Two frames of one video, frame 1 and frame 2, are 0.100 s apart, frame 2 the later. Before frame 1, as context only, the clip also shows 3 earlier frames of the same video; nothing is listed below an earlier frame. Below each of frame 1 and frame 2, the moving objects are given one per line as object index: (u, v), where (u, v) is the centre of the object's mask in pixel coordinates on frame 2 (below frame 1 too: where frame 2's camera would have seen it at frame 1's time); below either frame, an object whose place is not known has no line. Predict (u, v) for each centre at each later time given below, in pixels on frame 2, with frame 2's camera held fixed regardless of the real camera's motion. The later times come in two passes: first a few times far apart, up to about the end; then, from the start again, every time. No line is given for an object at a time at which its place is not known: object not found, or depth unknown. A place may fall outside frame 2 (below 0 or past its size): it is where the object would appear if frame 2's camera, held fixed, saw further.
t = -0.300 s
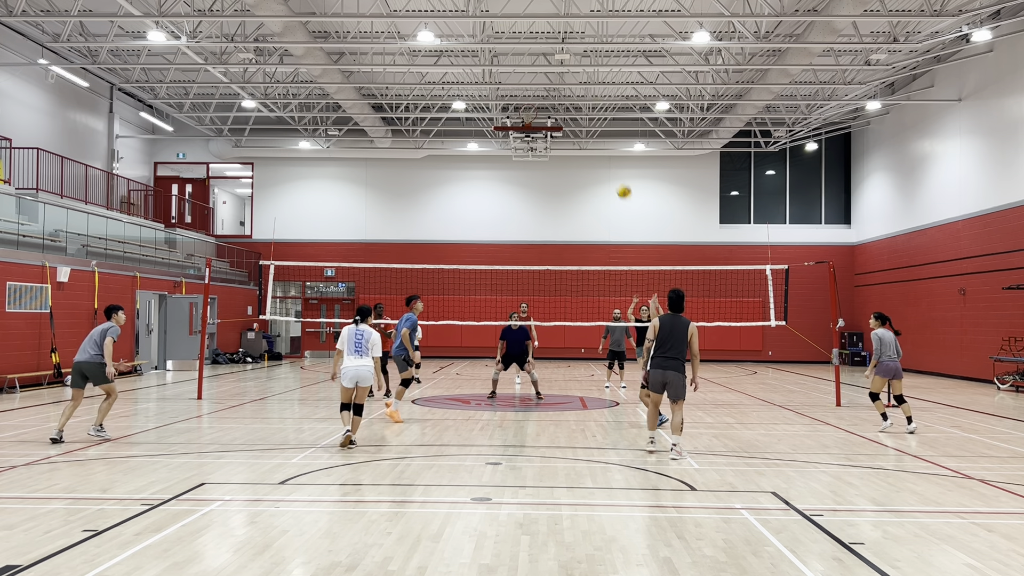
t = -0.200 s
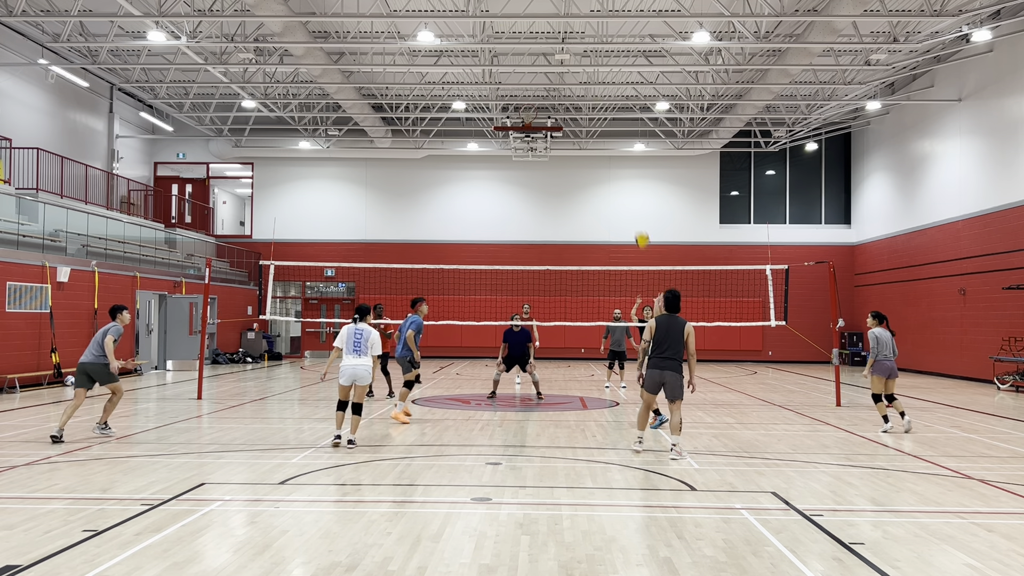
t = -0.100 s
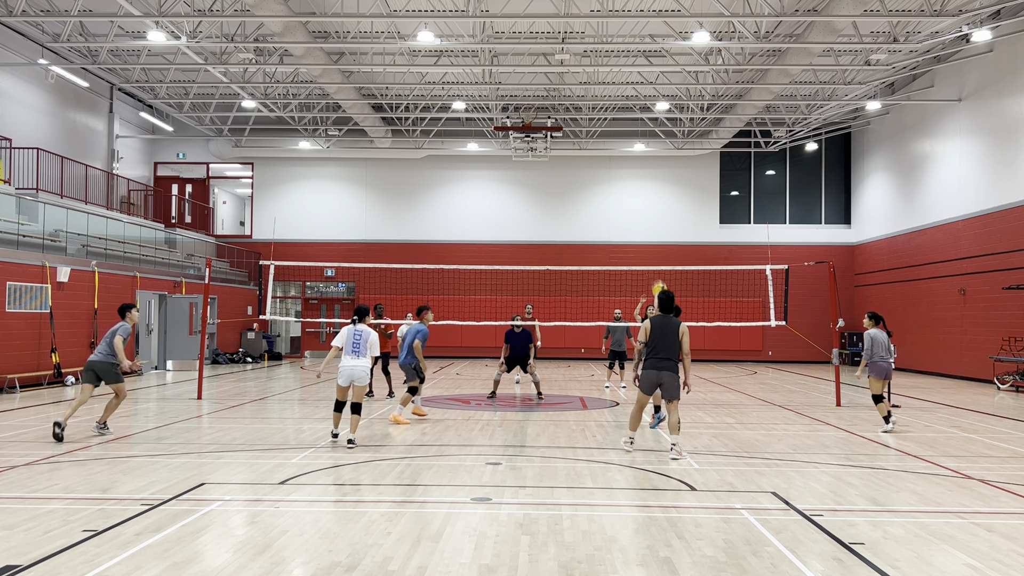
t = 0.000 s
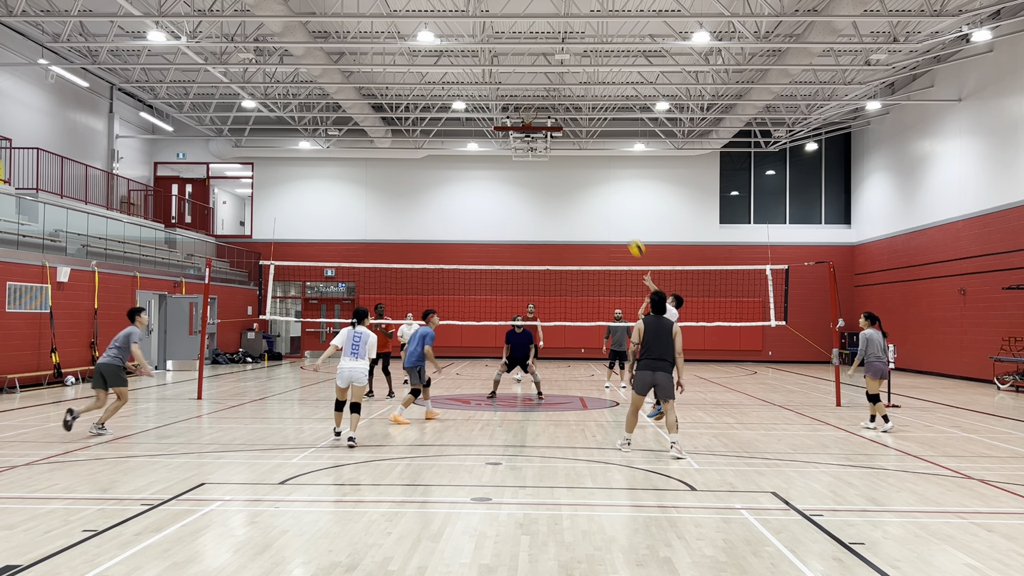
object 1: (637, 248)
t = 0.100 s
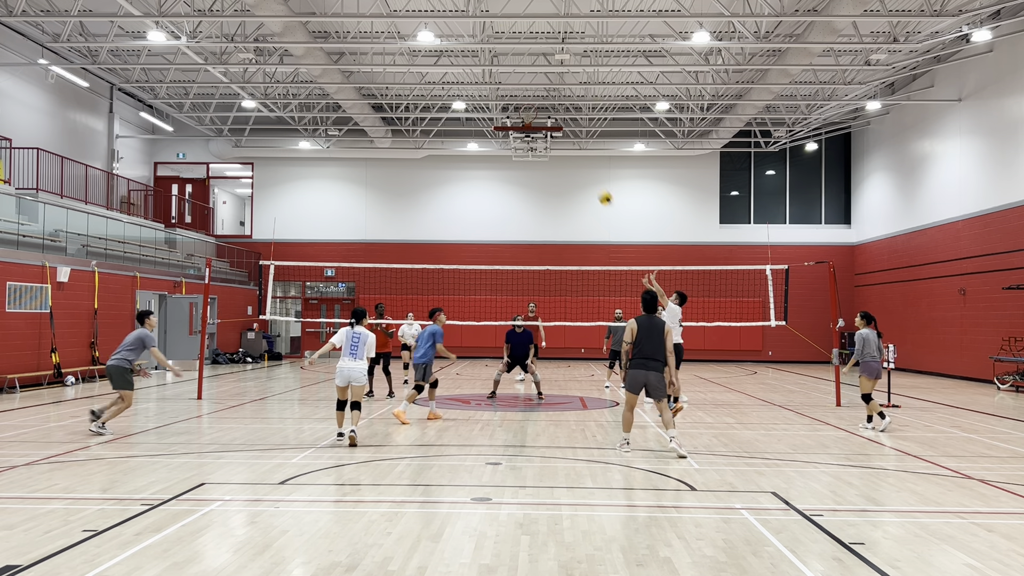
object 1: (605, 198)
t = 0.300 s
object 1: (549, 129)
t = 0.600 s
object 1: (470, 85)
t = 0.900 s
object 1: (399, 100)
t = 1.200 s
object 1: (335, 169)
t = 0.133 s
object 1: (595, 184)
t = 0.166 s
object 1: (586, 171)
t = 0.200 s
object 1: (576, 159)
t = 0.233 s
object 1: (567, 148)
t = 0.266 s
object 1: (558, 138)
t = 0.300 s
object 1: (549, 129)
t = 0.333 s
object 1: (540, 121)
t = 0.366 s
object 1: (530, 114)
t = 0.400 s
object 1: (522, 108)
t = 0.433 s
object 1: (513, 102)
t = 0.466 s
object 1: (504, 97)
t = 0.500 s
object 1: (496, 93)
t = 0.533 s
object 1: (487, 89)
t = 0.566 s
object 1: (478, 87)
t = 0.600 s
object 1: (470, 85)
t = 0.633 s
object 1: (462, 84)
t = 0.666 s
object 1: (454, 83)
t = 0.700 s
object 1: (446, 84)
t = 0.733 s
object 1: (438, 84)
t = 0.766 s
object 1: (430, 87)
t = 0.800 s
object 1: (422, 89)
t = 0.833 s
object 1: (414, 92)
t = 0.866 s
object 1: (407, 96)
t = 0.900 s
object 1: (399, 100)
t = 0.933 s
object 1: (392, 106)
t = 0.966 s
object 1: (385, 111)
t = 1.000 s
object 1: (377, 118)
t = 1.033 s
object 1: (370, 125)
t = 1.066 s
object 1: (363, 133)
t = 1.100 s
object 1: (356, 141)
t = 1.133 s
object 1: (349, 149)
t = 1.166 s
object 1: (342, 159)
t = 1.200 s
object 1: (335, 169)
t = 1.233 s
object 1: (329, 179)
